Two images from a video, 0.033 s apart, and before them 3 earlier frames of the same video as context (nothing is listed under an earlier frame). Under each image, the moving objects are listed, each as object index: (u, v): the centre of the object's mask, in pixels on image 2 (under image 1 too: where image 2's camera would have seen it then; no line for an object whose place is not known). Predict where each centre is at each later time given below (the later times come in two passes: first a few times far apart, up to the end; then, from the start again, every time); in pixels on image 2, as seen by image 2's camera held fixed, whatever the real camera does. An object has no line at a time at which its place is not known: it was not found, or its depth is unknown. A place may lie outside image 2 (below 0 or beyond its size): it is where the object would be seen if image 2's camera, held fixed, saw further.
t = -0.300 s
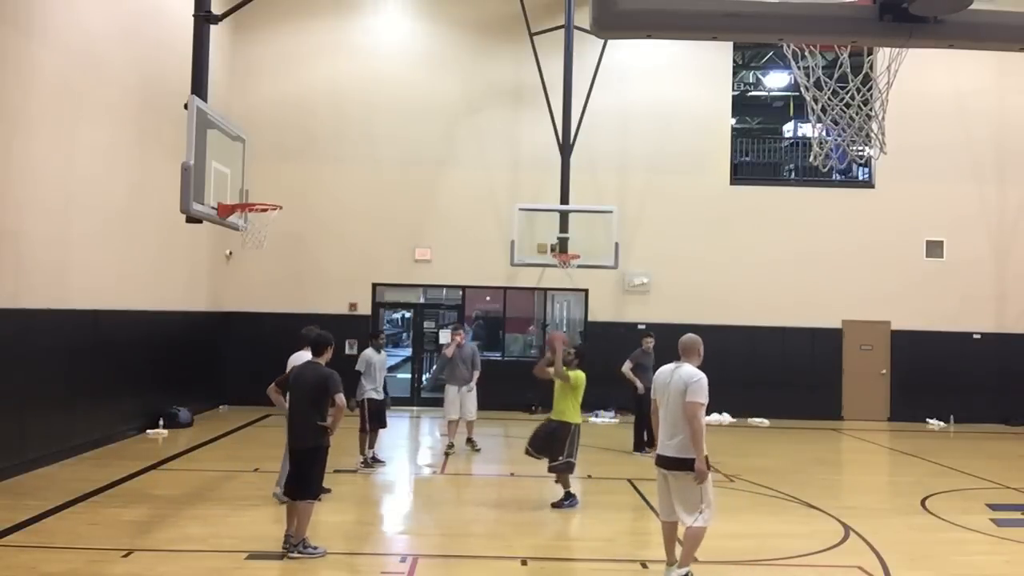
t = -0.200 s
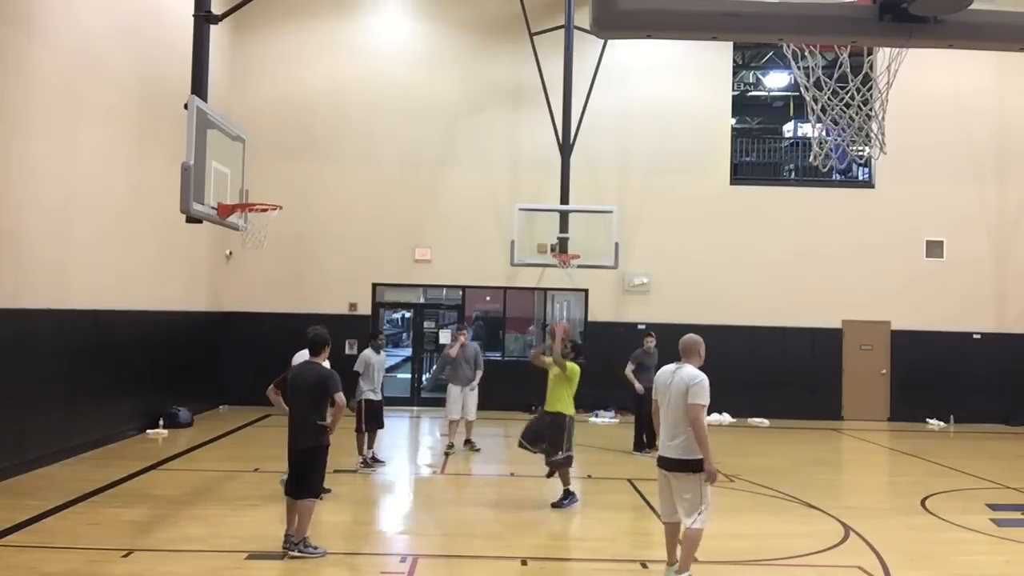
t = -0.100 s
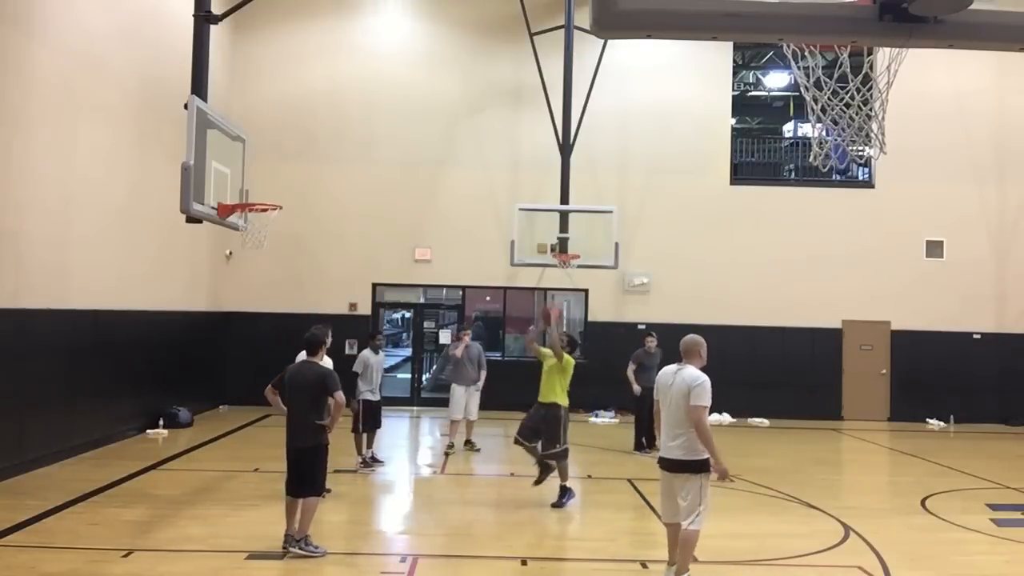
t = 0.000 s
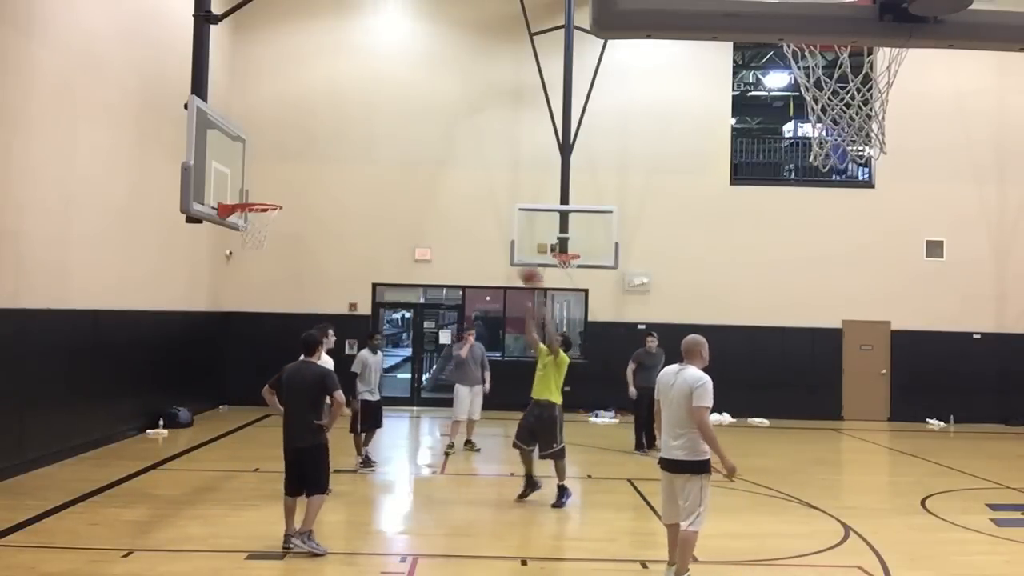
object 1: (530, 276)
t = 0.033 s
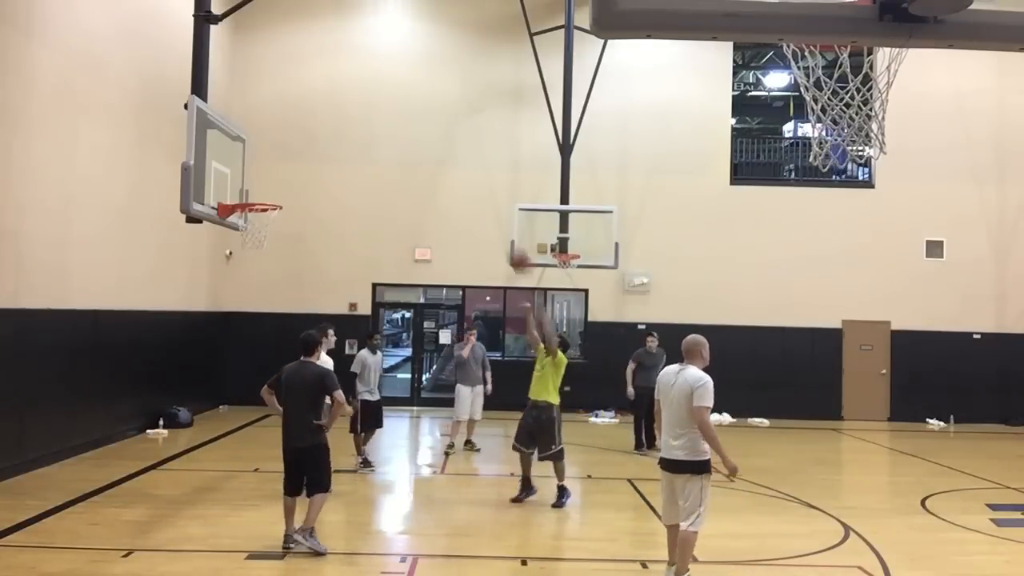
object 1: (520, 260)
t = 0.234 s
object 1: (456, 192)
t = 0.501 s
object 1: (369, 156)
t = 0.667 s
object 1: (315, 166)
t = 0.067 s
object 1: (508, 246)
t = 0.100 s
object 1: (498, 233)
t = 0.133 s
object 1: (488, 222)
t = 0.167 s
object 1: (477, 211)
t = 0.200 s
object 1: (467, 201)
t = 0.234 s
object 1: (456, 192)
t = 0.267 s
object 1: (446, 184)
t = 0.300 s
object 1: (435, 177)
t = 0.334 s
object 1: (424, 171)
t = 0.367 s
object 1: (413, 166)
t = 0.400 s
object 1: (402, 162)
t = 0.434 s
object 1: (392, 159)
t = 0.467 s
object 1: (381, 157)
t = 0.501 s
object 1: (369, 156)
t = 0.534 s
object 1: (359, 156)
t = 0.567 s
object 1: (348, 157)
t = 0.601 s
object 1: (337, 159)
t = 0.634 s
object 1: (326, 162)
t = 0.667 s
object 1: (315, 166)
